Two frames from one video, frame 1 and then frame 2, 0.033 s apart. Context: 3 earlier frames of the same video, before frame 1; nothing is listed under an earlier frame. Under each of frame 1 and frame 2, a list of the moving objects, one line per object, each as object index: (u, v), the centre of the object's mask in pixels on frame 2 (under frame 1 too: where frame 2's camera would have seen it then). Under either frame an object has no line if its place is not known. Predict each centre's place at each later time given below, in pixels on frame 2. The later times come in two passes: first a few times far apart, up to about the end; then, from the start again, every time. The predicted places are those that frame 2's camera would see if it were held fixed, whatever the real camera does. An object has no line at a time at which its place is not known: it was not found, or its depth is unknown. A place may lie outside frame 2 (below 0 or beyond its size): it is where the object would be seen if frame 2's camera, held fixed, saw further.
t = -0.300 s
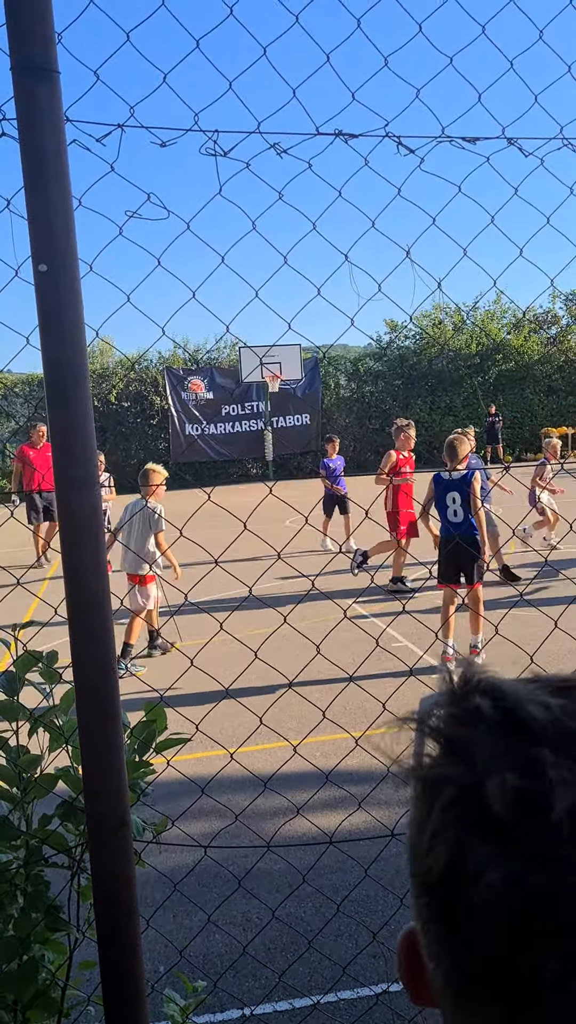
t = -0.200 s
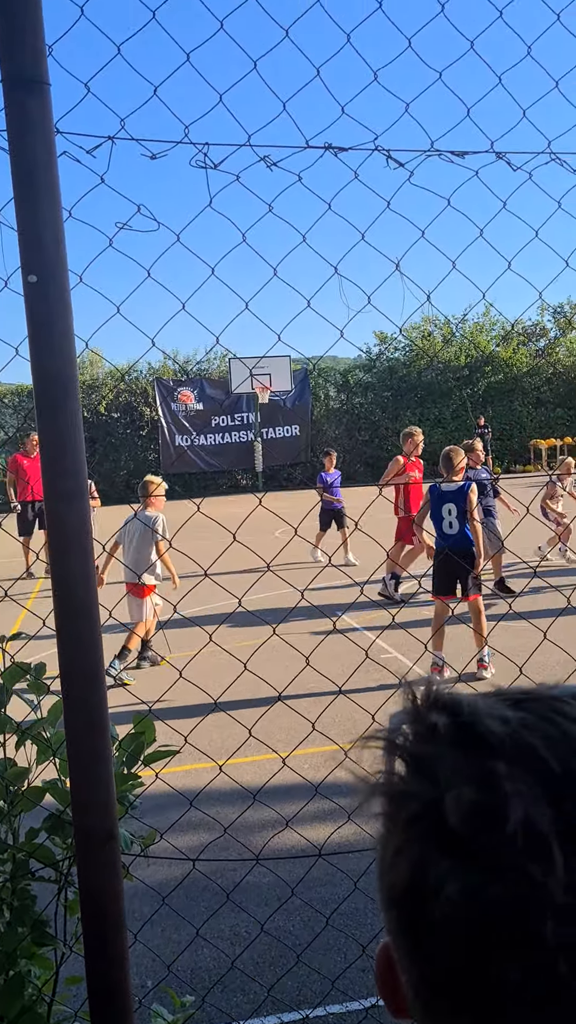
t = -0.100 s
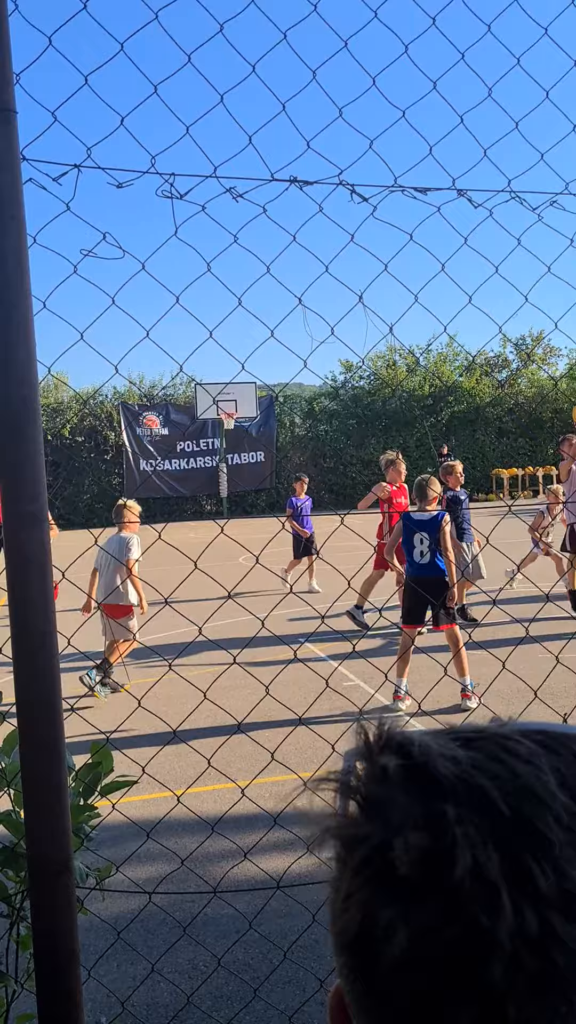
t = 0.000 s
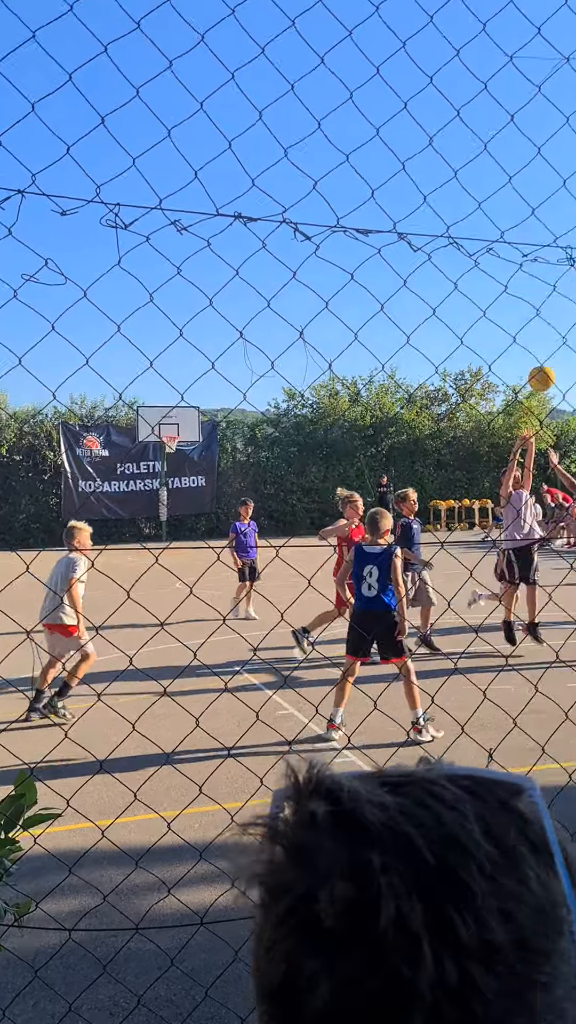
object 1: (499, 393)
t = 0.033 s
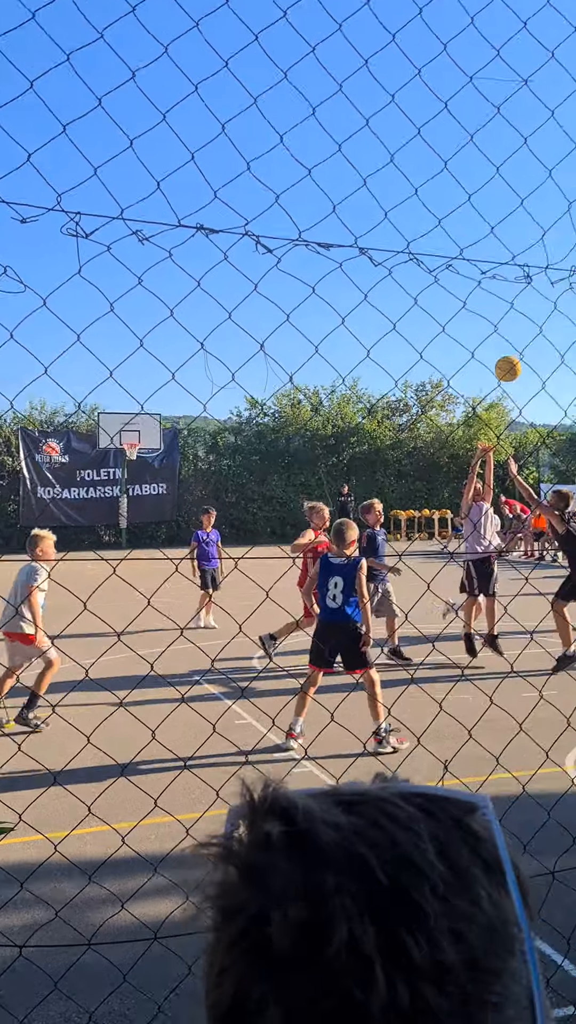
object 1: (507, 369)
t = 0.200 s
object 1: (555, 260)
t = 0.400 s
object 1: (613, 156)
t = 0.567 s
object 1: (672, 92)
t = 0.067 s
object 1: (517, 345)
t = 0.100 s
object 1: (528, 321)
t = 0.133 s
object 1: (538, 300)
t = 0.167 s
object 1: (547, 280)
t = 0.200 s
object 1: (555, 260)
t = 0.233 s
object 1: (564, 240)
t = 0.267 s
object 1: (574, 221)
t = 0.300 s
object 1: (583, 204)
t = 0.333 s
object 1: (593, 188)
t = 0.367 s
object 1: (602, 171)
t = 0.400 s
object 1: (613, 156)
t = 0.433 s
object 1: (624, 141)
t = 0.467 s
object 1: (634, 127)
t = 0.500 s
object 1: (646, 114)
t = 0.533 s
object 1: (658, 103)
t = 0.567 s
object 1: (672, 92)
